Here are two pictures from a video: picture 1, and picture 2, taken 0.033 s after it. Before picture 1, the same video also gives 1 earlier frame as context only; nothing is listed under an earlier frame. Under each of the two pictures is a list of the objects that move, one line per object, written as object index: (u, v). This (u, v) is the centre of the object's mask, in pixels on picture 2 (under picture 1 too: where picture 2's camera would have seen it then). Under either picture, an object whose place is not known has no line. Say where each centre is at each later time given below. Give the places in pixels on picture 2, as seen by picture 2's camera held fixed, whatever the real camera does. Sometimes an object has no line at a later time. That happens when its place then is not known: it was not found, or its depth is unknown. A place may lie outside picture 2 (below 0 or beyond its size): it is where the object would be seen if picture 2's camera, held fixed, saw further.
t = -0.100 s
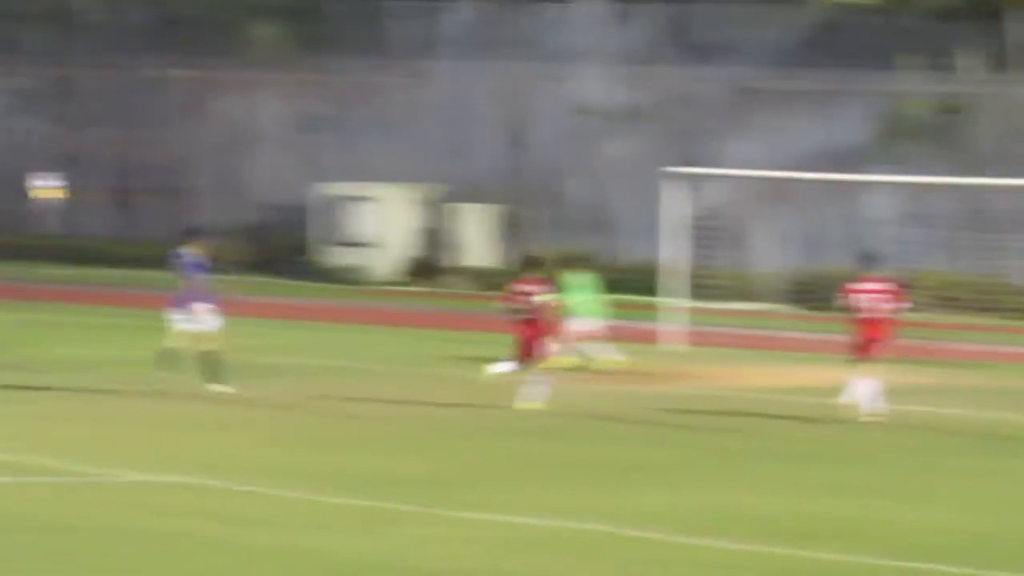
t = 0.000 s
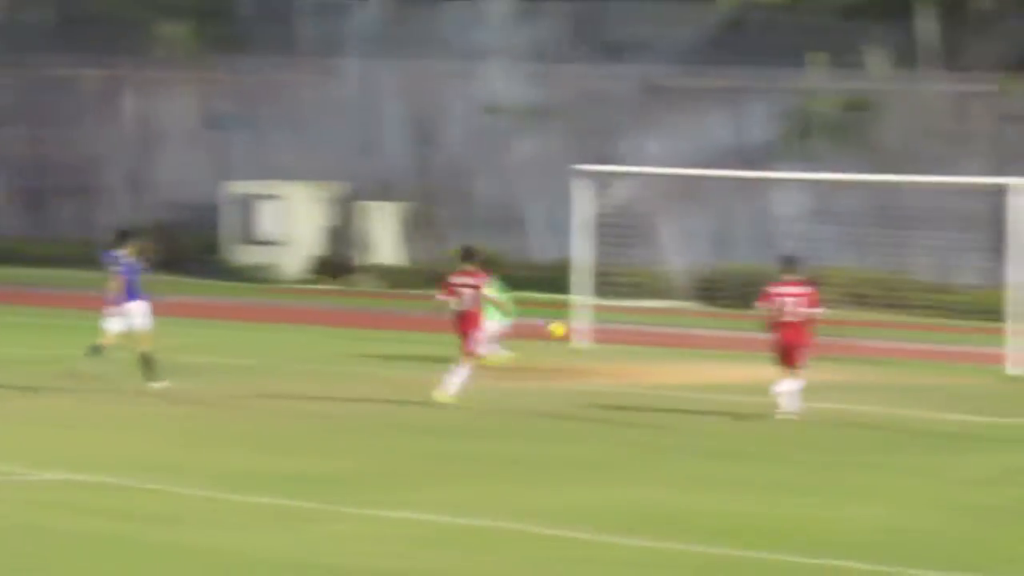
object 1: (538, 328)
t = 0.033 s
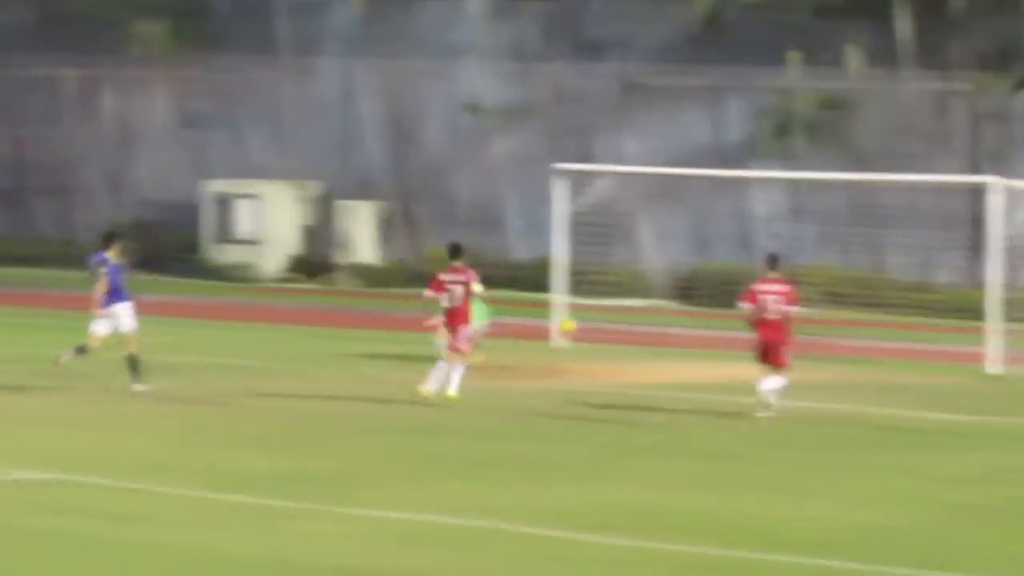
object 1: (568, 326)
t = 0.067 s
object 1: (597, 324)
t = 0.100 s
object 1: (623, 325)
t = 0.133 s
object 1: (656, 325)
